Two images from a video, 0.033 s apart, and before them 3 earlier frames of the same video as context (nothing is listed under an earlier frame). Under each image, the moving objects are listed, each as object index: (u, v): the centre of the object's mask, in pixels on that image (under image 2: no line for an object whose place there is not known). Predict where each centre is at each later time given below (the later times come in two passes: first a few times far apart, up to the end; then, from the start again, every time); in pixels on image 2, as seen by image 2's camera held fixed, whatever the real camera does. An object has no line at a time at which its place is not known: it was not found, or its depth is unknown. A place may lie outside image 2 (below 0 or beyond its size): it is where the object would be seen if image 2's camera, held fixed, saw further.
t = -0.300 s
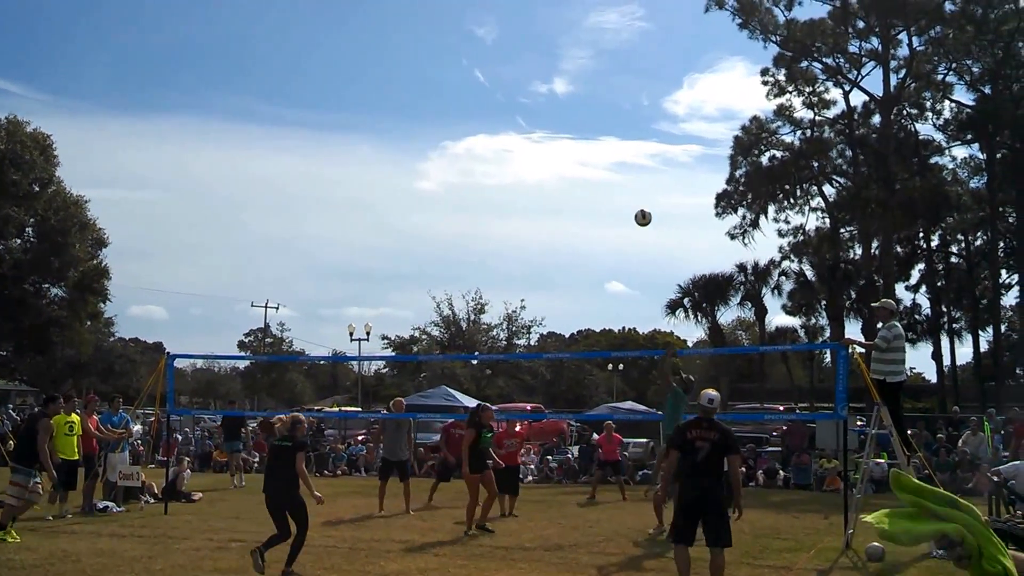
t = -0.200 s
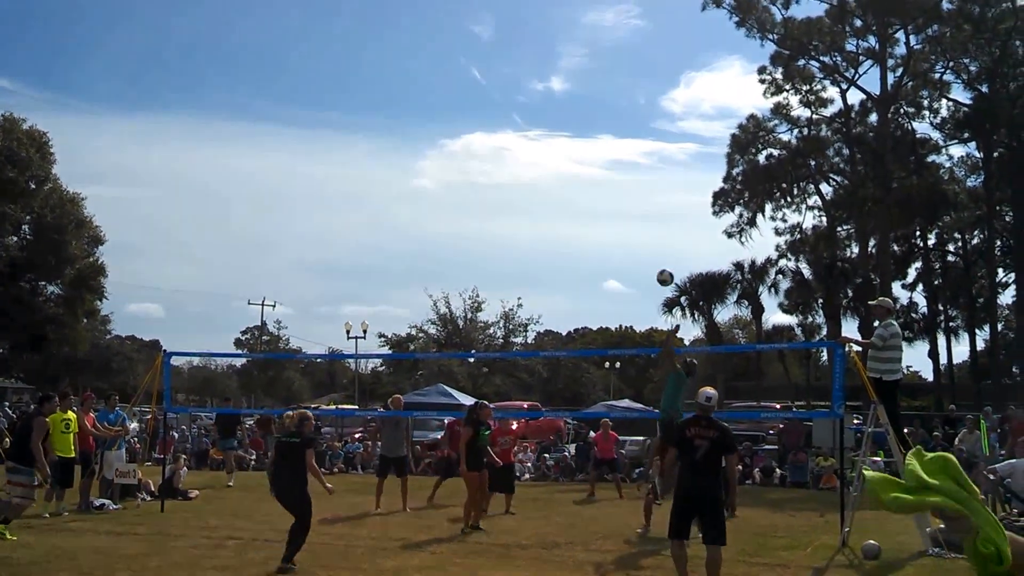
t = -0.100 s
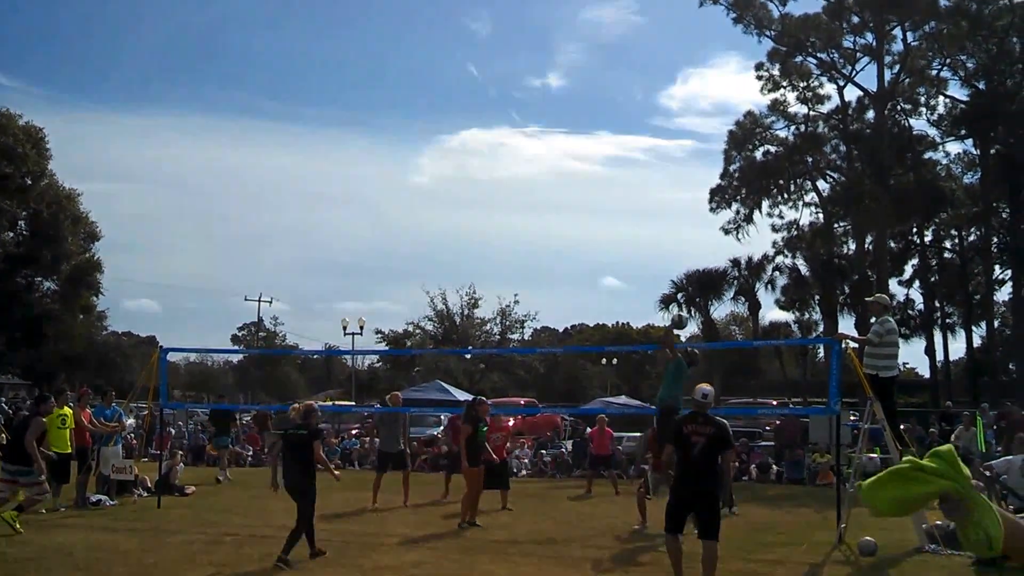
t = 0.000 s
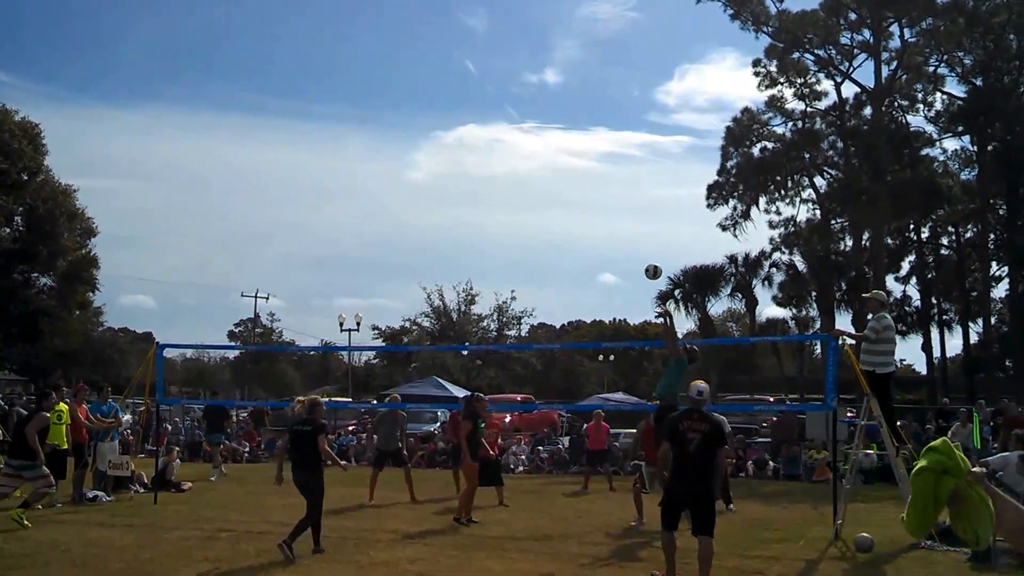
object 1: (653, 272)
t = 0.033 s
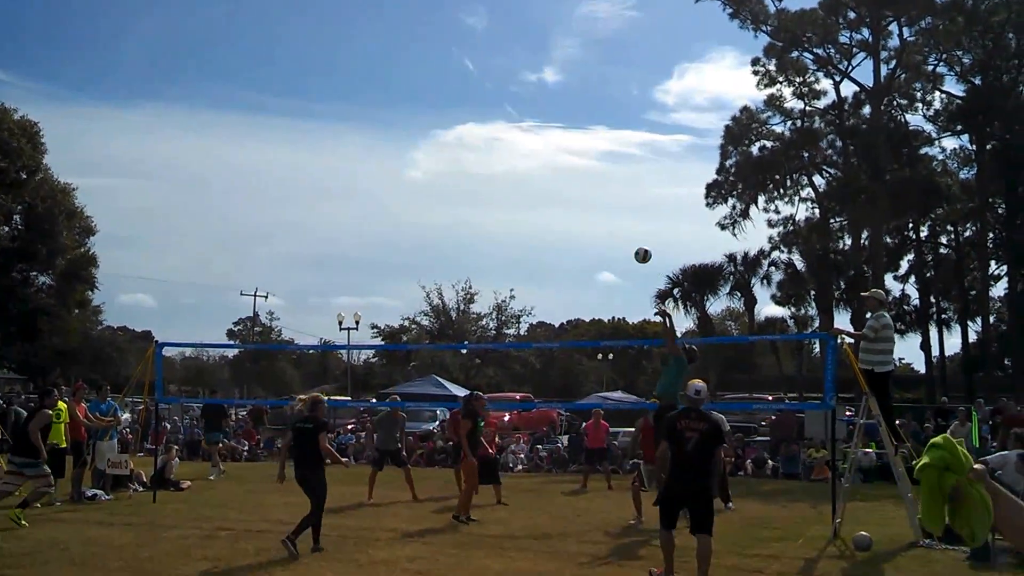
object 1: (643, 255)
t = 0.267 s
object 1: (579, 173)
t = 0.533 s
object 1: (511, 132)
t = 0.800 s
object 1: (447, 144)
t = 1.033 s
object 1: (392, 199)
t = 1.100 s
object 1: (377, 221)
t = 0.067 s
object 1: (633, 241)
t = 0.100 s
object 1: (624, 227)
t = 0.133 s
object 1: (615, 214)
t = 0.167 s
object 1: (606, 203)
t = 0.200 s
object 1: (597, 192)
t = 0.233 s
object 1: (588, 182)
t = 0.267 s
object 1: (579, 173)
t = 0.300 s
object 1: (571, 165)
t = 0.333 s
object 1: (562, 158)
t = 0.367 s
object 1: (553, 152)
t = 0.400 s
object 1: (545, 146)
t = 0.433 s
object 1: (536, 141)
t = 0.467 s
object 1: (528, 137)
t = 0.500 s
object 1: (520, 134)
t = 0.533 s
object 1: (511, 132)
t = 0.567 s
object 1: (503, 131)
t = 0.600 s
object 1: (495, 130)
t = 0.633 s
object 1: (487, 130)
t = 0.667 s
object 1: (479, 131)
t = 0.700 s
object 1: (470, 134)
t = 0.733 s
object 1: (462, 136)
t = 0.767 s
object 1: (455, 140)
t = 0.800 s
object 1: (447, 144)
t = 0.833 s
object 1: (439, 150)
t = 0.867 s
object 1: (431, 156)
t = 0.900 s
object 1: (423, 163)
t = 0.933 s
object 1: (415, 171)
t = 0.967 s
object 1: (407, 179)
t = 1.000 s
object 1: (400, 189)
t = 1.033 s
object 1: (392, 199)
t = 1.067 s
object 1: (385, 209)
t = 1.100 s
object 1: (377, 221)
